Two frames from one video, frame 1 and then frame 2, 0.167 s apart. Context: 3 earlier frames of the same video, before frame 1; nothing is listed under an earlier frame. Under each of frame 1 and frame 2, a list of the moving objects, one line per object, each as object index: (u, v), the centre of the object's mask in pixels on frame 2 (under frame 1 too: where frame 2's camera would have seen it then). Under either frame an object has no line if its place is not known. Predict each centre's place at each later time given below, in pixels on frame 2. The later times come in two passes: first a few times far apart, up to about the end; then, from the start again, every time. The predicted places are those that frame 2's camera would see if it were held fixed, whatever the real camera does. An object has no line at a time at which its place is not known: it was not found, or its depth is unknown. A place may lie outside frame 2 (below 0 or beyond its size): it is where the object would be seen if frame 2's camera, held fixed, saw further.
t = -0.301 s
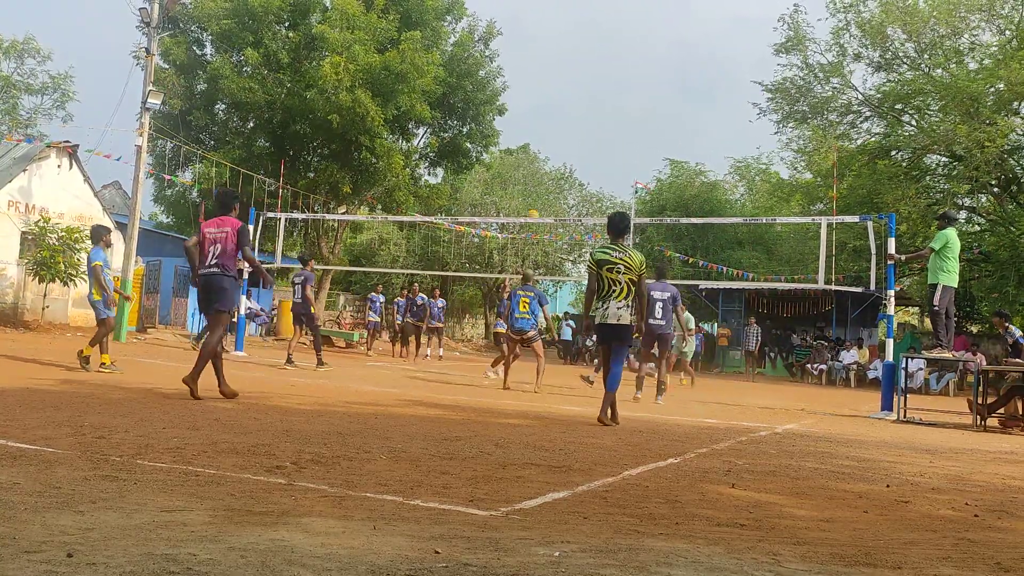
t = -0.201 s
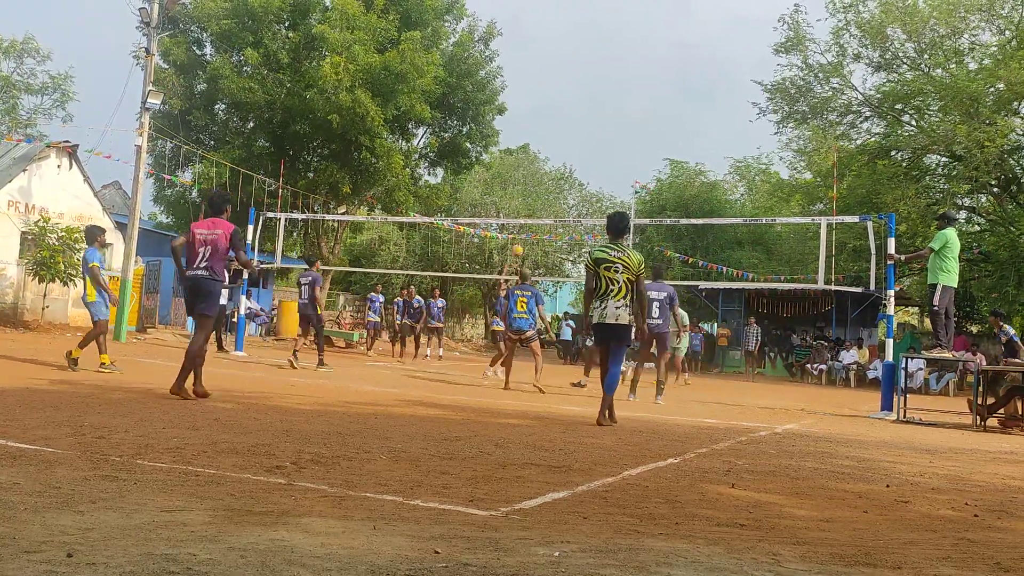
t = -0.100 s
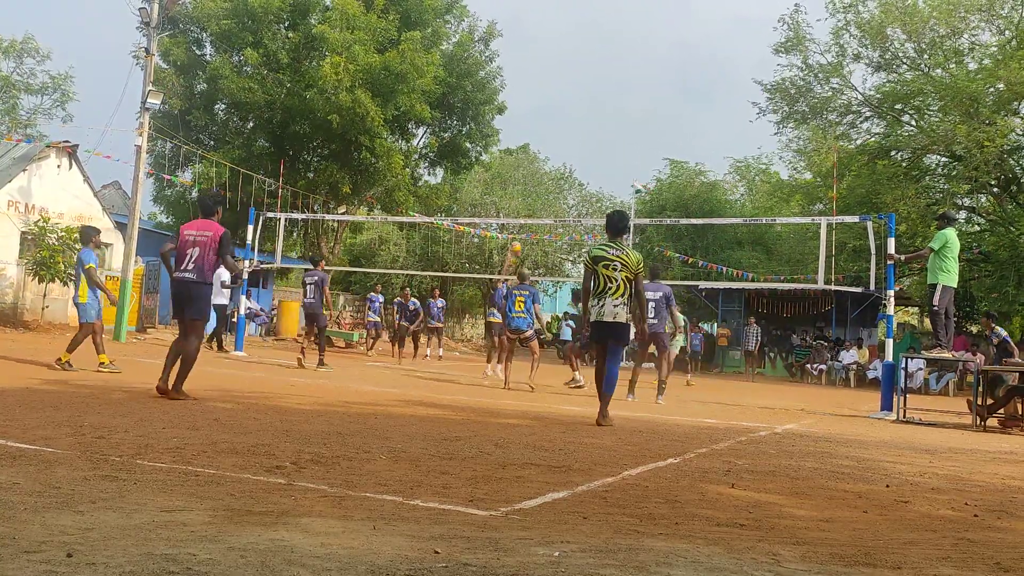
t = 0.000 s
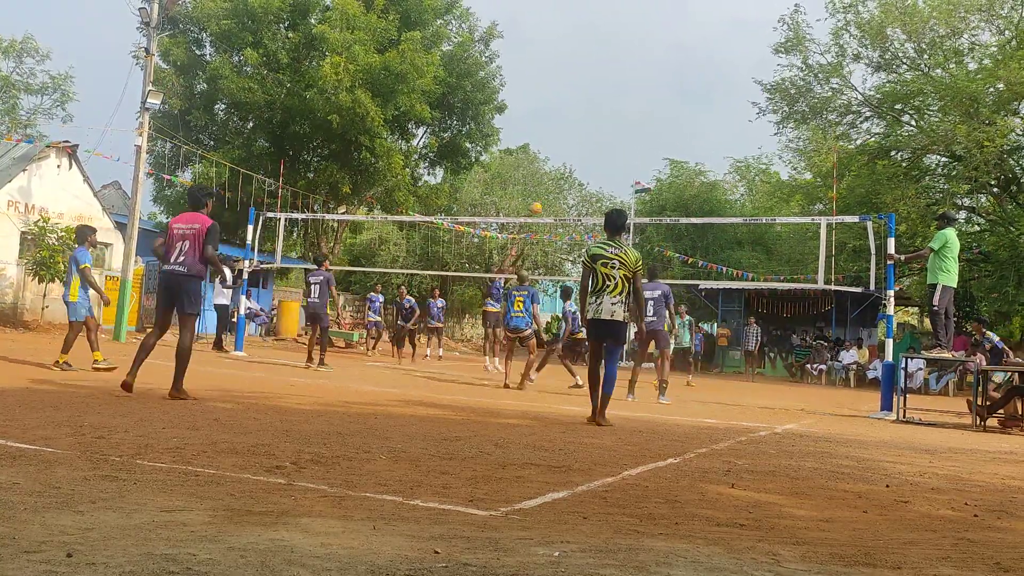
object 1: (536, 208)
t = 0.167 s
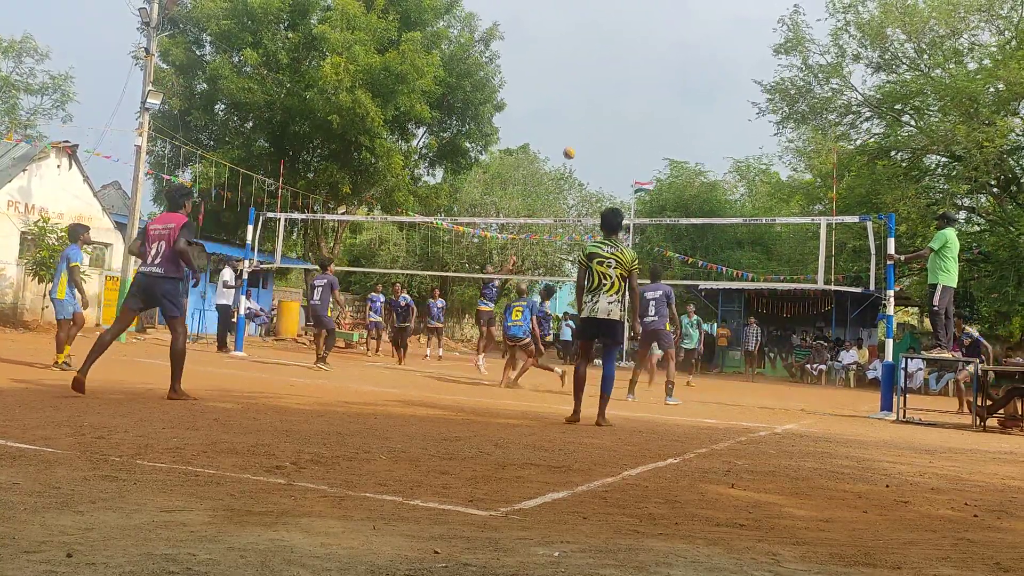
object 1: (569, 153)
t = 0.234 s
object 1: (582, 135)
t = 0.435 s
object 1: (623, 95)
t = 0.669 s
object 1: (671, 77)
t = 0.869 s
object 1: (715, 87)
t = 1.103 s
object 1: (767, 133)
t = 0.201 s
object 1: (575, 144)
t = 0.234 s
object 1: (582, 135)
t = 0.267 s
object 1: (589, 127)
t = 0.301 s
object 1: (596, 120)
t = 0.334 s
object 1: (602, 113)
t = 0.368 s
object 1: (609, 106)
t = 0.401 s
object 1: (616, 100)
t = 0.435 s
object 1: (623, 95)
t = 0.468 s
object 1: (630, 90)
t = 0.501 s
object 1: (637, 86)
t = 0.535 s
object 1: (644, 83)
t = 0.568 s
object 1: (651, 81)
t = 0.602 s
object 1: (658, 78)
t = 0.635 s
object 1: (664, 77)
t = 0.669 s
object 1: (671, 77)
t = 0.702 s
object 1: (678, 76)
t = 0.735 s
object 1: (686, 77)
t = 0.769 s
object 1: (693, 78)
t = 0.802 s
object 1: (700, 80)
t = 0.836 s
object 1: (707, 83)
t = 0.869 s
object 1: (715, 87)
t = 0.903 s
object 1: (722, 91)
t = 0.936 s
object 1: (729, 96)
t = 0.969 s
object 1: (737, 102)
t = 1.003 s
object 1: (744, 108)
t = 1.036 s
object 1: (752, 116)
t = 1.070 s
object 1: (759, 124)
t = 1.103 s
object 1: (767, 133)
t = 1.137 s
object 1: (774, 142)
